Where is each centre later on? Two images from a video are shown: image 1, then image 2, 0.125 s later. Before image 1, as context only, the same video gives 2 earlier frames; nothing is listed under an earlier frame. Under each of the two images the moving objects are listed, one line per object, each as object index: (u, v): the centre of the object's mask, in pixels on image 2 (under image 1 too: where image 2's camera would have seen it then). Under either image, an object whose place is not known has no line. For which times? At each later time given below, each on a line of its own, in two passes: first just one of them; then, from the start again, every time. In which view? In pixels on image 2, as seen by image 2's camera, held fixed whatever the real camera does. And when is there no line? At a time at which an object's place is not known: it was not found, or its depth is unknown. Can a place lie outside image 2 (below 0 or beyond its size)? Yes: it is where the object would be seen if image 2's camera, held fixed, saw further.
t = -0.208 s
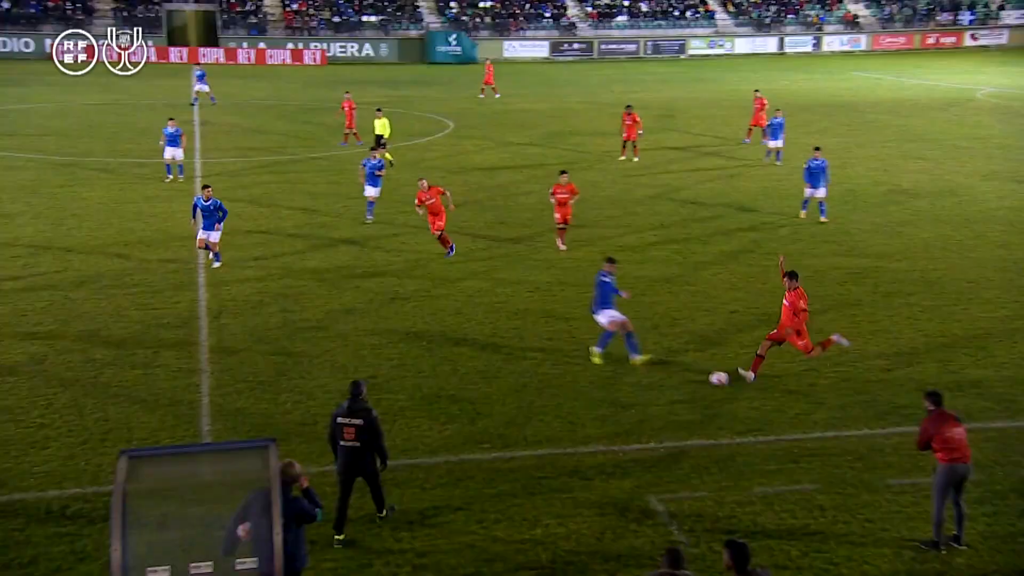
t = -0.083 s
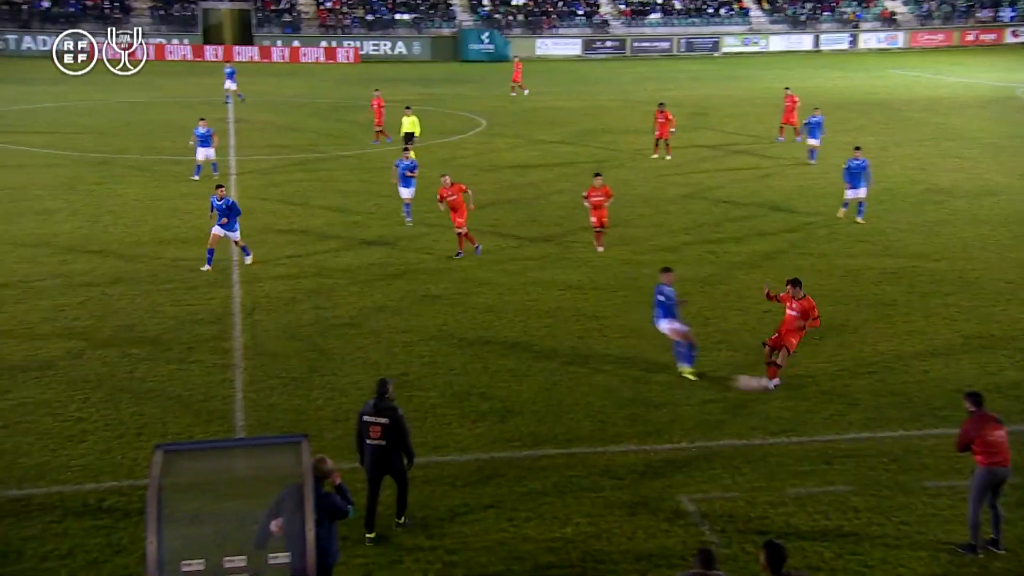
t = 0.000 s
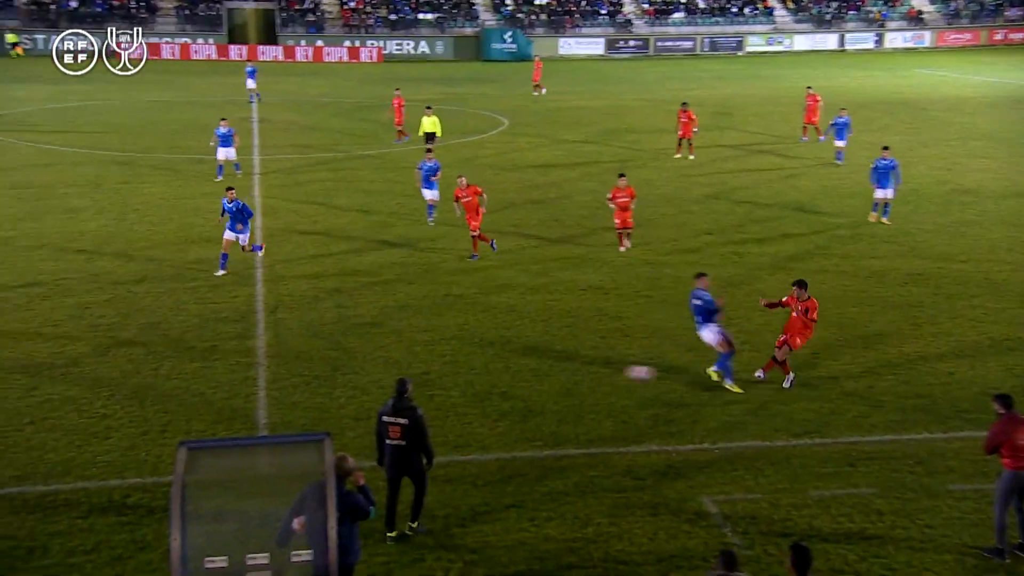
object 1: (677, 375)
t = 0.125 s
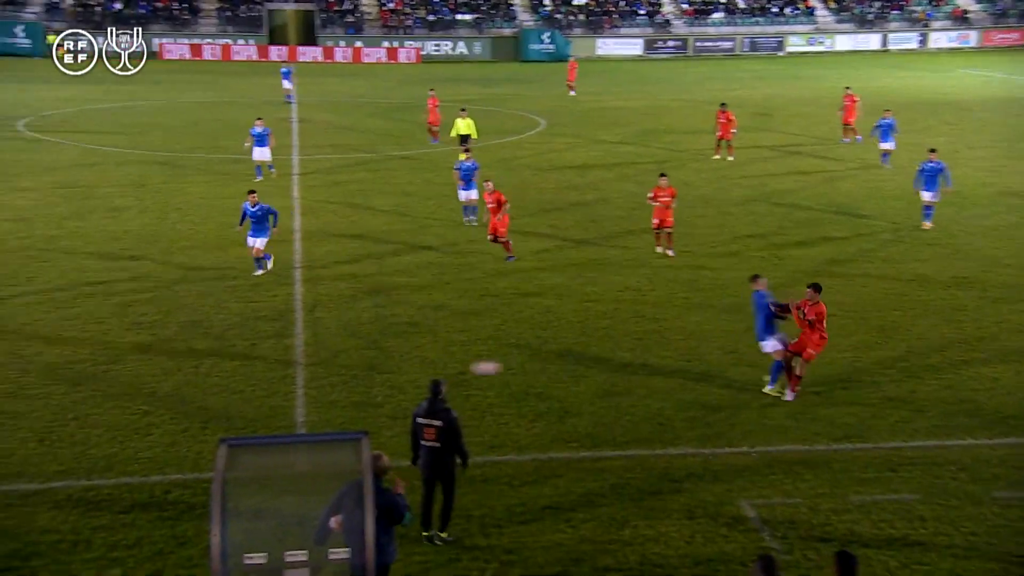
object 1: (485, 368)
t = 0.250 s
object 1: (288, 370)
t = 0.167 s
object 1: (421, 367)
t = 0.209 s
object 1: (355, 368)
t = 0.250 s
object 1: (288, 370)
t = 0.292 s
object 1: (221, 373)
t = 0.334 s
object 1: (151, 377)
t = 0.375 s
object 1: (81, 383)
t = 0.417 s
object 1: (11, 389)
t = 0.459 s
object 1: (-59, 397)
